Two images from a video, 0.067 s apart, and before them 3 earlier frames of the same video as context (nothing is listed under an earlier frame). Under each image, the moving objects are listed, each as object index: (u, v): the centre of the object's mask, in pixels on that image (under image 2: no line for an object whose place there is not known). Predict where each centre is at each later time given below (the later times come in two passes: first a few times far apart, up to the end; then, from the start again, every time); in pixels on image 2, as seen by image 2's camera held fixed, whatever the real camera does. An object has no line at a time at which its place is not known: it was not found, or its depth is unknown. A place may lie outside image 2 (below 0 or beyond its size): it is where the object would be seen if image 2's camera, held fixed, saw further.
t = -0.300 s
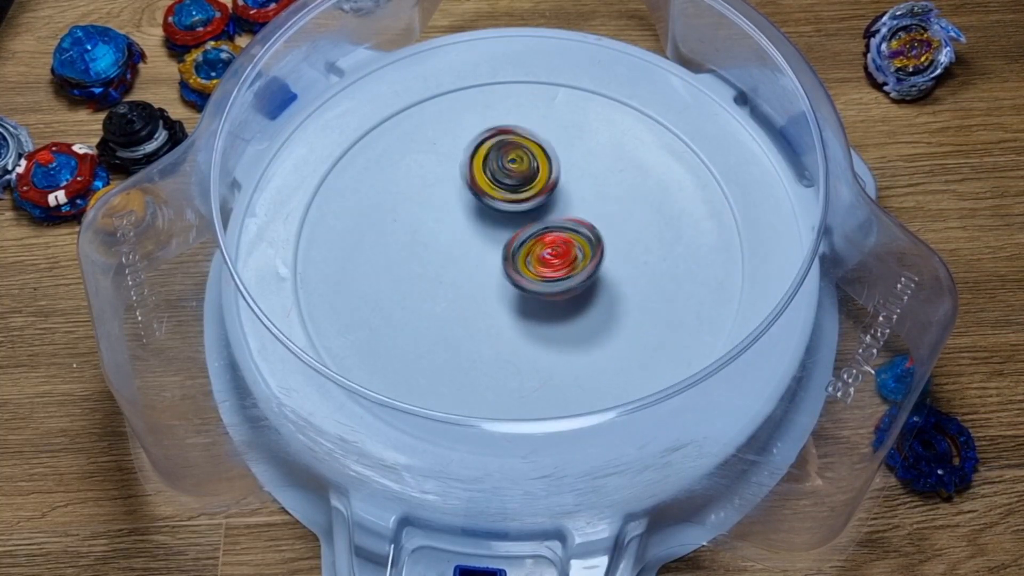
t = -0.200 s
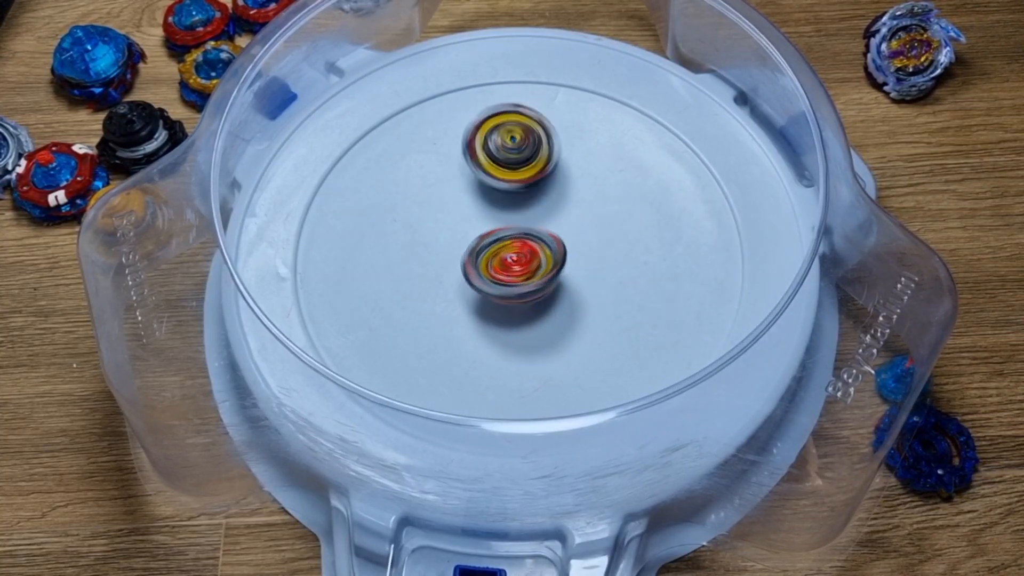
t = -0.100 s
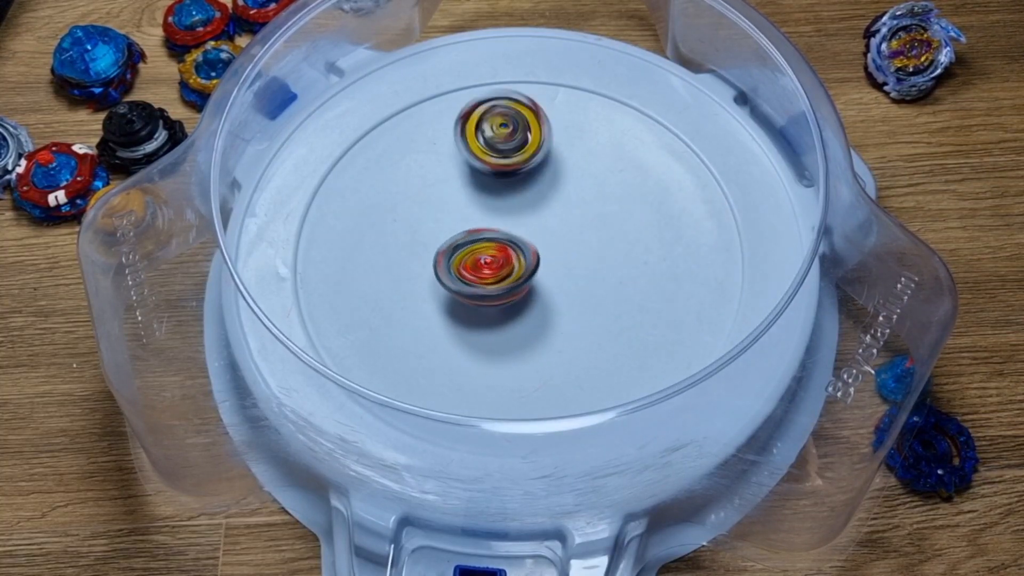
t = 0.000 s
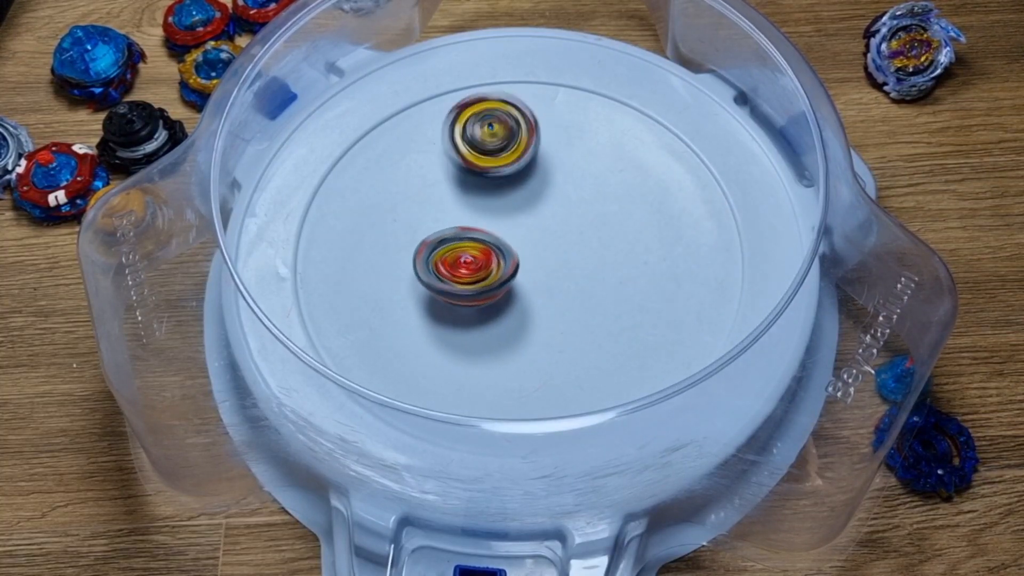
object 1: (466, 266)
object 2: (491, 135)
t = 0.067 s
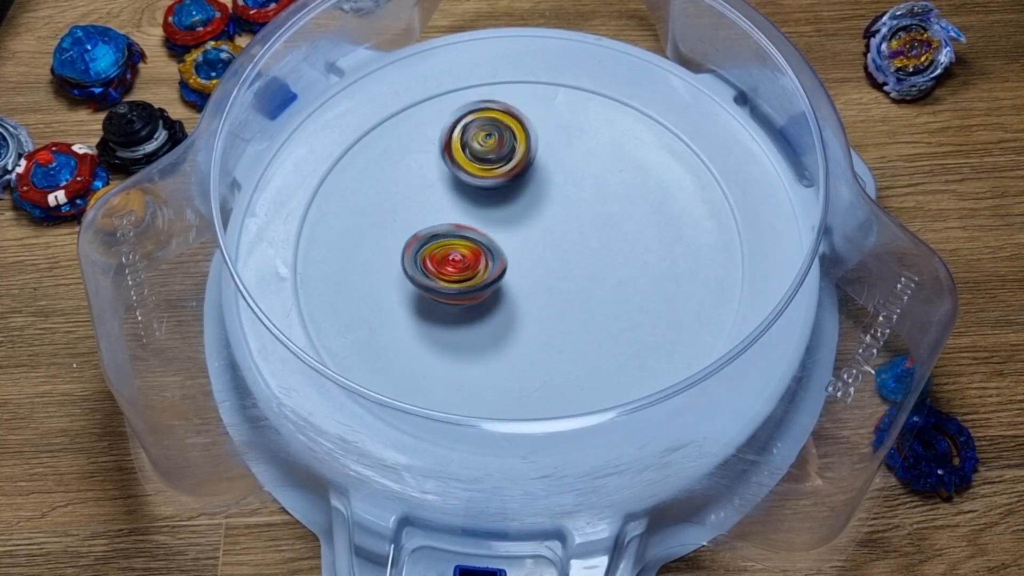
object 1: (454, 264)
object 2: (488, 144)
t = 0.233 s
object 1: (431, 251)
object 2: (511, 184)
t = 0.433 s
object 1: (423, 224)
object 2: (579, 218)
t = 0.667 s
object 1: (446, 193)
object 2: (636, 204)
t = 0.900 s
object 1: (491, 176)
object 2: (614, 191)
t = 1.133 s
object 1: (462, 148)
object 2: (605, 252)
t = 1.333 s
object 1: (454, 176)
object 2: (613, 293)
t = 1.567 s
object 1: (511, 224)
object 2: (617, 298)
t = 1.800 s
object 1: (536, 214)
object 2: (578, 305)
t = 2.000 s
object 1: (524, 186)
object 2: (527, 327)
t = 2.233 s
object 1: (495, 196)
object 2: (487, 332)
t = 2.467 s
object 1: (512, 220)
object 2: (450, 310)
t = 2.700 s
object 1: (553, 209)
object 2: (436, 287)
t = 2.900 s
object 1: (562, 202)
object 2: (437, 241)
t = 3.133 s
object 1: (546, 216)
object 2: (426, 192)
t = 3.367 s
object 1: (534, 251)
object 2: (432, 186)
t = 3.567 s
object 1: (534, 274)
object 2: (487, 187)
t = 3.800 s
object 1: (536, 271)
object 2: (550, 169)
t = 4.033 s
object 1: (518, 245)
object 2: (571, 150)
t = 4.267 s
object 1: (463, 245)
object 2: (576, 182)
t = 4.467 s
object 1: (436, 267)
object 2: (604, 218)
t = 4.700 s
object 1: (468, 274)
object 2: (622, 250)
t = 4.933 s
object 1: (507, 233)
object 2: (617, 275)
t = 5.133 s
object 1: (499, 188)
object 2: (589, 284)
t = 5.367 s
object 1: (490, 159)
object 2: (529, 299)
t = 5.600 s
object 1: (503, 186)
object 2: (473, 312)
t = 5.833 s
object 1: (536, 230)
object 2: (465, 305)
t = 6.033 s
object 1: (594, 235)
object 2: (443, 295)
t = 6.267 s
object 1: (615, 243)
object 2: (451, 251)
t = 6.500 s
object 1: (584, 253)
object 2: (451, 200)
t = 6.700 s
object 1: (535, 259)
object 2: (446, 175)
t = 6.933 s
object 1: (489, 274)
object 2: (472, 175)
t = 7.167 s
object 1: (472, 292)
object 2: (520, 174)
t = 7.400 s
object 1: (489, 276)
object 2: (573, 177)
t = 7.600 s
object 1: (513, 238)
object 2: (595, 183)
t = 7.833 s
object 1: (470, 228)
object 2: (611, 197)
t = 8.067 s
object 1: (464, 229)
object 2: (592, 243)
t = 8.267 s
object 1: (491, 228)
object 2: (575, 288)
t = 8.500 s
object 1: (486, 192)
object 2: (587, 328)
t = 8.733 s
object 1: (497, 187)
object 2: (559, 308)
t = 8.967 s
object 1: (532, 189)
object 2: (496, 283)
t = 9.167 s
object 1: (557, 181)
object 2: (443, 261)
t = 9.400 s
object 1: (566, 202)
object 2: (410, 240)
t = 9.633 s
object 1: (552, 239)
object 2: (435, 219)
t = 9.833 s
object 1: (529, 270)
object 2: (473, 195)
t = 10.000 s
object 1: (506, 282)
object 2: (507, 179)
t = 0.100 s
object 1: (448, 262)
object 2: (489, 151)
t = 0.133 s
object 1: (444, 260)
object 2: (493, 158)
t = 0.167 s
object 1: (439, 257)
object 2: (495, 166)
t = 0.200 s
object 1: (435, 254)
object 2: (503, 177)
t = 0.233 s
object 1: (431, 251)
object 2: (511, 184)
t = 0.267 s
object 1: (428, 247)
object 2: (521, 193)
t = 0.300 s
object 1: (426, 243)
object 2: (530, 199)
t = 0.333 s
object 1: (424, 239)
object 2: (542, 207)
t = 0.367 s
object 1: (423, 234)
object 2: (556, 211)
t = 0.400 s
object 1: (423, 229)
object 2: (565, 214)
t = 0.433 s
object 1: (423, 224)
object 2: (579, 218)
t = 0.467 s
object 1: (425, 220)
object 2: (589, 218)
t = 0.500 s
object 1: (427, 215)
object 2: (599, 218)
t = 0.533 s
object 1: (429, 210)
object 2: (609, 217)
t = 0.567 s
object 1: (433, 205)
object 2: (618, 215)
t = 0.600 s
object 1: (437, 201)
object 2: (625, 212)
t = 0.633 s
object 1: (441, 197)
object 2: (631, 209)
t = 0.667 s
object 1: (446, 193)
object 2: (636, 204)
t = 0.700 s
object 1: (452, 190)
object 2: (638, 200)
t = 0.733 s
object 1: (458, 187)
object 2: (641, 195)
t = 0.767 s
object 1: (464, 184)
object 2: (637, 192)
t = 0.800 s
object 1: (470, 181)
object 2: (636, 190)
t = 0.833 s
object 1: (477, 179)
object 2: (628, 188)
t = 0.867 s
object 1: (484, 177)
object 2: (623, 189)
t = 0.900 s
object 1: (491, 176)
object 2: (614, 191)
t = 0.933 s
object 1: (497, 175)
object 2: (606, 195)
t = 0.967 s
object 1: (497, 170)
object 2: (601, 201)
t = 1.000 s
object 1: (485, 162)
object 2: (605, 213)
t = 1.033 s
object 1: (478, 157)
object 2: (607, 224)
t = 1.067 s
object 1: (472, 153)
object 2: (606, 233)
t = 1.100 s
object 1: (467, 150)
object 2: (606, 242)
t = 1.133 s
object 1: (462, 148)
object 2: (605, 252)
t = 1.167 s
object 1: (458, 148)
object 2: (605, 260)
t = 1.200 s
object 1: (454, 151)
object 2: (604, 269)
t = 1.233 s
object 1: (452, 155)
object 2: (606, 276)
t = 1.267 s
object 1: (451, 161)
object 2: (608, 283)
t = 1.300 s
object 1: (452, 168)
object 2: (609, 288)
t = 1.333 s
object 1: (454, 176)
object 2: (613, 293)
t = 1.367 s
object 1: (460, 184)
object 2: (614, 296)
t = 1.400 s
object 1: (466, 191)
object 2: (620, 300)
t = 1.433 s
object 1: (474, 199)
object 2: (620, 301)
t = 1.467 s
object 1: (483, 205)
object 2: (623, 302)
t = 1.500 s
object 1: (492, 212)
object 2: (621, 302)
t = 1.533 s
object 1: (501, 218)
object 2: (620, 300)
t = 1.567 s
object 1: (511, 224)
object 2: (617, 298)
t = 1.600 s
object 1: (521, 230)
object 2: (612, 295)
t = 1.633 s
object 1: (530, 230)
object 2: (610, 297)
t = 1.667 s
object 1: (530, 225)
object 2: (609, 300)
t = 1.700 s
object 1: (531, 221)
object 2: (603, 301)
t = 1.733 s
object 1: (533, 219)
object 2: (597, 301)
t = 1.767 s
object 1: (534, 218)
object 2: (587, 302)
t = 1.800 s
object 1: (536, 214)
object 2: (578, 305)
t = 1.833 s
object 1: (537, 209)
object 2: (569, 310)
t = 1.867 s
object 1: (536, 203)
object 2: (561, 314)
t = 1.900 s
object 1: (534, 198)
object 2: (551, 317)
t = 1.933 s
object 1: (531, 193)
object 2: (543, 320)
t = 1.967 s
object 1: (527, 189)
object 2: (536, 323)
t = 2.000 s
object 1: (524, 186)
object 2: (527, 327)
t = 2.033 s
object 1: (520, 184)
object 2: (519, 329)
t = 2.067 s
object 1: (515, 183)
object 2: (512, 331)
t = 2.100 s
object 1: (509, 182)
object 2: (507, 333)
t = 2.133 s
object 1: (504, 185)
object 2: (502, 334)
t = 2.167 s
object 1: (500, 187)
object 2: (496, 334)
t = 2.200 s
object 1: (497, 191)
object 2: (491, 332)
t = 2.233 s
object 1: (495, 196)
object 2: (487, 332)
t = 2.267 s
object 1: (494, 201)
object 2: (484, 328)
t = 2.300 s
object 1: (493, 206)
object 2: (480, 324)
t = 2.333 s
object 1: (494, 213)
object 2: (475, 319)
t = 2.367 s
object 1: (496, 219)
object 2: (470, 315)
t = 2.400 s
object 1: (503, 222)
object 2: (463, 313)
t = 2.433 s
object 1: (507, 220)
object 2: (457, 311)
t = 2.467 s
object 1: (512, 220)
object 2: (450, 310)
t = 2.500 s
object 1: (519, 219)
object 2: (443, 309)
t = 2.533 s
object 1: (526, 218)
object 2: (439, 307)
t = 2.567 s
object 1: (532, 216)
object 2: (436, 305)
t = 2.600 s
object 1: (537, 215)
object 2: (435, 302)
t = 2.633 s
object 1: (544, 214)
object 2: (435, 298)
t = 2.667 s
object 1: (549, 211)
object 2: (435, 293)
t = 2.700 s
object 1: (553, 209)
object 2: (436, 287)
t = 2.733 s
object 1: (555, 206)
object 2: (438, 280)
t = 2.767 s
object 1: (558, 206)
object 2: (437, 273)
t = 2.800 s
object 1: (561, 204)
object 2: (438, 265)
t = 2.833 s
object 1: (562, 202)
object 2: (438, 257)
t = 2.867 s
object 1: (562, 202)
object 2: (437, 249)
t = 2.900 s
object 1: (562, 202)
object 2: (437, 241)
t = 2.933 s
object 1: (562, 203)
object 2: (436, 233)
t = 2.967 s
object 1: (560, 203)
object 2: (435, 224)
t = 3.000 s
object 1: (556, 204)
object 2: (435, 217)
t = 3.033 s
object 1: (554, 207)
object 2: (433, 210)
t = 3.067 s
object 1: (552, 209)
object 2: (431, 203)
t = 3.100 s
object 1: (550, 212)
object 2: (429, 197)
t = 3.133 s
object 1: (546, 216)
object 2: (426, 192)
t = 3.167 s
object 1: (545, 222)
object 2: (424, 187)
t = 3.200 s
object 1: (543, 225)
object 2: (422, 184)
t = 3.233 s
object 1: (540, 230)
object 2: (420, 182)
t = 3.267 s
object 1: (536, 235)
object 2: (421, 182)
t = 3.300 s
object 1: (535, 241)
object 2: (423, 182)
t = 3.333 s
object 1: (535, 245)
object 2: (426, 184)
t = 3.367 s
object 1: (534, 251)
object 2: (432, 186)
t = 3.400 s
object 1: (533, 256)
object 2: (440, 188)
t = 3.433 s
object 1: (534, 260)
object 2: (448, 189)
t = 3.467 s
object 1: (534, 263)
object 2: (458, 189)
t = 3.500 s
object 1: (533, 267)
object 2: (468, 189)
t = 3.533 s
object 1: (533, 271)
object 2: (477, 188)
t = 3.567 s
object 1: (534, 274)
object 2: (487, 187)
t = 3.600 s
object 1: (534, 276)
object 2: (497, 187)
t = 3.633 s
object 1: (534, 277)
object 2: (506, 184)
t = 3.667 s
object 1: (537, 277)
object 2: (516, 181)
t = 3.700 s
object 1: (537, 276)
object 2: (525, 179)
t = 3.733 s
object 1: (536, 275)
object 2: (533, 176)
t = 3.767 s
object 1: (535, 274)
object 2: (542, 173)
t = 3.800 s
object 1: (536, 271)
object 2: (550, 169)
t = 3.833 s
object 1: (534, 268)
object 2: (556, 166)
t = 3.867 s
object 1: (533, 265)
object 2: (561, 161)
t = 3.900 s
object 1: (532, 261)
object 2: (566, 157)
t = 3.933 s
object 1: (528, 256)
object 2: (569, 154)
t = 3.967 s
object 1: (523, 252)
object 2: (571, 151)
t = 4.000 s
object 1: (521, 249)
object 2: (572, 149)
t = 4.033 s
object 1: (518, 245)
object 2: (571, 150)
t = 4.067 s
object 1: (513, 241)
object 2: (568, 151)
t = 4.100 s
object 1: (510, 238)
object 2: (567, 155)
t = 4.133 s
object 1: (505, 233)
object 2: (565, 161)
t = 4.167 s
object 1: (494, 232)
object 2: (566, 167)
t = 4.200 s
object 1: (481, 238)
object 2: (570, 171)
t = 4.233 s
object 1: (472, 241)
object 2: (573, 176)
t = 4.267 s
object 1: (463, 245)
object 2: (576, 182)
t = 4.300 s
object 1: (456, 249)
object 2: (581, 188)
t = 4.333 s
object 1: (451, 252)
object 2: (585, 194)
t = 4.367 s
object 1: (444, 256)
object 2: (590, 201)
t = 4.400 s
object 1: (441, 261)
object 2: (595, 207)
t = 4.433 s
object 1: (439, 263)
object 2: (600, 213)
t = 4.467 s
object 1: (436, 267)
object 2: (604, 218)
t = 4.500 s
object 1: (436, 270)
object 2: (607, 224)
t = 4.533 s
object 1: (436, 273)
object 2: (611, 228)
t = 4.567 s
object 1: (438, 276)
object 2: (615, 233)
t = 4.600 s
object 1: (446, 278)
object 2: (618, 239)
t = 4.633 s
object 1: (452, 278)
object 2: (621, 243)
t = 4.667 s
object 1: (460, 277)
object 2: (622, 247)
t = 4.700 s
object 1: (468, 274)
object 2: (622, 250)
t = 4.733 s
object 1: (473, 271)
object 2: (622, 254)
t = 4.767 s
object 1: (483, 268)
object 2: (622, 258)
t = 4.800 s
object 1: (492, 263)
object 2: (622, 260)
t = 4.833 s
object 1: (499, 257)
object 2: (619, 263)
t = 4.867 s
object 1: (507, 250)
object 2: (614, 267)
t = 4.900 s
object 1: (507, 241)
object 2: (617, 272)
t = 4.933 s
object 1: (507, 233)
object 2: (617, 275)
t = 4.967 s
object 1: (505, 225)
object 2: (615, 276)
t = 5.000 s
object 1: (505, 217)
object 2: (613, 278)
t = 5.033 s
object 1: (504, 209)
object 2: (609, 279)
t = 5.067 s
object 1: (502, 201)
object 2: (604, 280)
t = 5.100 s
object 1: (501, 193)
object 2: (596, 281)
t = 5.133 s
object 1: (499, 188)
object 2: (589, 284)
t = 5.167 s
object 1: (500, 180)
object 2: (584, 286)
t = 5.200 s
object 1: (496, 174)
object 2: (574, 288)
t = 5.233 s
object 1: (496, 169)
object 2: (565, 291)
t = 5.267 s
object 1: (493, 165)
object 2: (556, 292)
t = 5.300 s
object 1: (493, 163)
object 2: (547, 294)
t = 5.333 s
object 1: (492, 160)
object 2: (537, 297)
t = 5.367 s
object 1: (490, 159)
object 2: (529, 299)
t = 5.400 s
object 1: (490, 160)
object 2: (519, 300)
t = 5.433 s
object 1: (490, 163)
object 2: (509, 302)
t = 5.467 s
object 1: (492, 165)
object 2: (502, 305)
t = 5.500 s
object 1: (492, 168)
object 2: (493, 306)
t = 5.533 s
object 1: (495, 174)
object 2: (484, 308)
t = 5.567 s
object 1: (497, 180)
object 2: (478, 311)
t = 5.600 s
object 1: (503, 186)
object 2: (473, 312)
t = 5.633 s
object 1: (505, 191)
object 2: (469, 313)
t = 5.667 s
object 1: (510, 198)
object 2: (467, 314)
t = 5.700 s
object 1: (515, 204)
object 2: (463, 314)
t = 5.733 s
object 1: (521, 212)
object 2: (464, 313)
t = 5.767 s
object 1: (526, 217)
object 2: (464, 311)
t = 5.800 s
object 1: (530, 224)
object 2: (464, 308)
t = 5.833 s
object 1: (536, 230)
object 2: (465, 305)
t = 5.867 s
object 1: (548, 235)
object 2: (460, 302)
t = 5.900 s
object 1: (562, 232)
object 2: (453, 303)
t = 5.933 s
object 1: (571, 235)
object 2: (448, 301)
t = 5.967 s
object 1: (581, 235)
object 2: (444, 301)
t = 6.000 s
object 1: (588, 237)
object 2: (444, 298)
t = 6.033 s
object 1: (594, 235)
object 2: (443, 295)
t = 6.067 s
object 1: (597, 237)
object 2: (444, 290)
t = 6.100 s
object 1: (604, 237)
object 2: (444, 286)
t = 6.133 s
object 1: (608, 239)
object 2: (446, 280)
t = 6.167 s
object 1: (612, 238)
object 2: (446, 273)
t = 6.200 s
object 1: (612, 241)
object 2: (449, 266)
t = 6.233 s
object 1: (615, 241)
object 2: (450, 259)
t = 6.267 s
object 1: (615, 243)
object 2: (451, 251)
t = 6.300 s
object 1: (615, 243)
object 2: (452, 244)
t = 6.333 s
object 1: (610, 245)
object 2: (453, 236)
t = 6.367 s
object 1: (608, 246)
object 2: (453, 228)
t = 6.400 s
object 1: (603, 249)
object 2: (453, 220)
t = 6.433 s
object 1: (598, 249)
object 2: (453, 213)
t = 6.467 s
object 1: (589, 252)
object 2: (453, 205)
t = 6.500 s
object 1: (584, 253)
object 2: (451, 200)
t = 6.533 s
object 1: (577, 255)
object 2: (450, 193)
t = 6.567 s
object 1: (569, 256)
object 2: (448, 188)
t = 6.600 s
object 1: (560, 258)
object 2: (447, 182)
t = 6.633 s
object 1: (552, 258)
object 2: (447, 179)
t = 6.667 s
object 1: (545, 259)
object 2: (445, 175)
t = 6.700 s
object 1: (535, 259)
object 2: (446, 175)
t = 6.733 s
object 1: (527, 260)
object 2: (444, 174)
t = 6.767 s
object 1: (519, 260)
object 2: (447, 175)
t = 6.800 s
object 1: (513, 259)
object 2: (449, 177)
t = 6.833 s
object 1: (502, 258)
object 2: (456, 180)
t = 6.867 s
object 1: (498, 264)
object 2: (460, 178)
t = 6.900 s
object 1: (492, 271)
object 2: (465, 175)
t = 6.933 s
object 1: (489, 274)
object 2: (472, 175)
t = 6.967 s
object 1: (482, 278)
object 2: (476, 175)
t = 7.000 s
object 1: (480, 281)
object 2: (483, 174)
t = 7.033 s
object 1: (477, 285)
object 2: (490, 174)
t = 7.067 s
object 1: (474, 286)
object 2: (496, 173)
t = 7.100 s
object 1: (471, 289)
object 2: (505, 174)
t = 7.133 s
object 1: (469, 291)
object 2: (512, 174)
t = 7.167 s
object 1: (472, 292)
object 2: (520, 174)
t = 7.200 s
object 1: (470, 292)
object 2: (528, 176)
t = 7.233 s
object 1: (472, 290)
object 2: (535, 177)
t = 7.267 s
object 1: (473, 290)
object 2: (544, 176)
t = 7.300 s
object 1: (478, 287)
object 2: (552, 177)
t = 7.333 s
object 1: (480, 284)
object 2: (558, 177)
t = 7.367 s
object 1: (483, 280)
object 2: (566, 176)
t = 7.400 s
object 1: (489, 276)
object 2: (573, 177)
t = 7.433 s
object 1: (491, 269)
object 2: (578, 176)
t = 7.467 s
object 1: (497, 264)
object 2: (584, 177)
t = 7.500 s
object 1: (501, 259)
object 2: (588, 178)
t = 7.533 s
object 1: (506, 250)
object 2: (590, 178)
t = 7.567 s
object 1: (509, 245)
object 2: (594, 180)
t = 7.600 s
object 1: (513, 238)
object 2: (595, 183)
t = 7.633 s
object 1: (509, 232)
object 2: (599, 184)
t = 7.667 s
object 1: (497, 234)
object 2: (607, 184)
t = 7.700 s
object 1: (492, 231)
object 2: (612, 186)
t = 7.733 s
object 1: (485, 230)
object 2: (612, 188)
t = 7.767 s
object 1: (478, 229)
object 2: (612, 189)
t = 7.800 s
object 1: (476, 227)
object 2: (611, 192)
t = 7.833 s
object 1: (470, 228)
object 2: (611, 197)
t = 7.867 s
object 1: (465, 227)
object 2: (608, 202)
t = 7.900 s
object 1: (464, 228)
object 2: (605, 206)
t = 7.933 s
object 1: (461, 228)
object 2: (605, 214)
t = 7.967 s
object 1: (460, 227)
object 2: (601, 222)
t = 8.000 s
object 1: (461, 229)
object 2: (597, 228)
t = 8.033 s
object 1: (461, 228)
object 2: (594, 236)
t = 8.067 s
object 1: (464, 229)
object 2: (592, 243)
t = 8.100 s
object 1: (466, 231)
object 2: (588, 251)
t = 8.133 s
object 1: (470, 231)
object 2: (584, 259)
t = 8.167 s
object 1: (475, 230)
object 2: (581, 265)
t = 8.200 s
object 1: (479, 231)
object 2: (579, 274)
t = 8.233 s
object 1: (485, 230)
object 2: (577, 281)
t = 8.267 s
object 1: (491, 228)
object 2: (575, 288)
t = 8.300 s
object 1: (489, 220)
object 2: (579, 298)
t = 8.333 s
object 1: (487, 213)
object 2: (581, 306)
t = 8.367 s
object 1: (488, 209)
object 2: (583, 312)
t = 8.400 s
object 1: (486, 204)
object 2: (585, 318)
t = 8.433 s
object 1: (484, 199)
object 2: (586, 323)
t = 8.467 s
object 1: (486, 195)
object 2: (586, 326)
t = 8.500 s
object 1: (486, 192)
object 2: (587, 328)
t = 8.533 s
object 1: (485, 189)
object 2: (588, 328)
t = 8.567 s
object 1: (487, 186)
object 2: (587, 326)
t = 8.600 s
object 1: (490, 185)
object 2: (584, 324)
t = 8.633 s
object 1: (489, 185)
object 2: (580, 321)
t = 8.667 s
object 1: (493, 184)
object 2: (574, 317)
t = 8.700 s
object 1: (497, 185)
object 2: (567, 312)
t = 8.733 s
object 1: (497, 187)
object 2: (559, 308)
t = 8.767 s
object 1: (502, 189)
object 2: (550, 303)
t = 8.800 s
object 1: (507, 190)
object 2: (542, 298)
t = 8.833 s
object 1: (509, 195)
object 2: (534, 294)
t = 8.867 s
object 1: (514, 197)
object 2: (524, 290)
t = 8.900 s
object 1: (522, 194)
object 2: (516, 288)
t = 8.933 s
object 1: (528, 193)
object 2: (506, 286)
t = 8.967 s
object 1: (532, 189)
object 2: (496, 283)
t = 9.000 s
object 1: (536, 186)
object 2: (486, 279)
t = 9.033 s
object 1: (542, 184)
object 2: (477, 276)
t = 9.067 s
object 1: (545, 183)
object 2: (468, 272)
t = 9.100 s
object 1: (548, 181)
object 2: (459, 269)
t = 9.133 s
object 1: (554, 181)
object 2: (451, 265)
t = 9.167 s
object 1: (557, 181)
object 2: (443, 261)
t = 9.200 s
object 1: (558, 183)
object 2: (435, 258)
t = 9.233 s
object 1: (561, 183)
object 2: (429, 254)
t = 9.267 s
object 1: (564, 186)
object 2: (423, 251)
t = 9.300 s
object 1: (565, 190)
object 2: (418, 248)
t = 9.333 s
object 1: (564, 193)
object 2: (414, 245)
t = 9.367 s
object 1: (565, 197)
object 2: (411, 242)
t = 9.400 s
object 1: (566, 202)
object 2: (410, 240)
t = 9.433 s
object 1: (564, 207)
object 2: (411, 237)
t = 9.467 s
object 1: (561, 212)
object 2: (412, 235)
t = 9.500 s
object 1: (562, 217)
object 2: (415, 232)
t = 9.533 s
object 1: (559, 222)
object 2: (419, 229)
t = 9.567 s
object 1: (556, 229)
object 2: (424, 226)
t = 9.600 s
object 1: (555, 234)
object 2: (429, 223)
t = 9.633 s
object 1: (552, 239)
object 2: (435, 219)
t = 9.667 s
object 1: (550, 245)
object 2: (441, 215)
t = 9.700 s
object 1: (545, 251)
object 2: (447, 211)
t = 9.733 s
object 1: (541, 256)
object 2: (454, 207)
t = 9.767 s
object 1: (540, 260)
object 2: (460, 203)
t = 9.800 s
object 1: (534, 265)
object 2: (466, 199)
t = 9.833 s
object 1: (529, 270)
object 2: (473, 195)
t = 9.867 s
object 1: (526, 272)
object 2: (480, 191)
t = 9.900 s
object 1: (522, 275)
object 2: (486, 188)
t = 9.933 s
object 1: (517, 278)
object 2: (493, 184)
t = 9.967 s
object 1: (511, 280)
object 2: (500, 182)
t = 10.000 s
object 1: (506, 282)
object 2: (507, 179)
